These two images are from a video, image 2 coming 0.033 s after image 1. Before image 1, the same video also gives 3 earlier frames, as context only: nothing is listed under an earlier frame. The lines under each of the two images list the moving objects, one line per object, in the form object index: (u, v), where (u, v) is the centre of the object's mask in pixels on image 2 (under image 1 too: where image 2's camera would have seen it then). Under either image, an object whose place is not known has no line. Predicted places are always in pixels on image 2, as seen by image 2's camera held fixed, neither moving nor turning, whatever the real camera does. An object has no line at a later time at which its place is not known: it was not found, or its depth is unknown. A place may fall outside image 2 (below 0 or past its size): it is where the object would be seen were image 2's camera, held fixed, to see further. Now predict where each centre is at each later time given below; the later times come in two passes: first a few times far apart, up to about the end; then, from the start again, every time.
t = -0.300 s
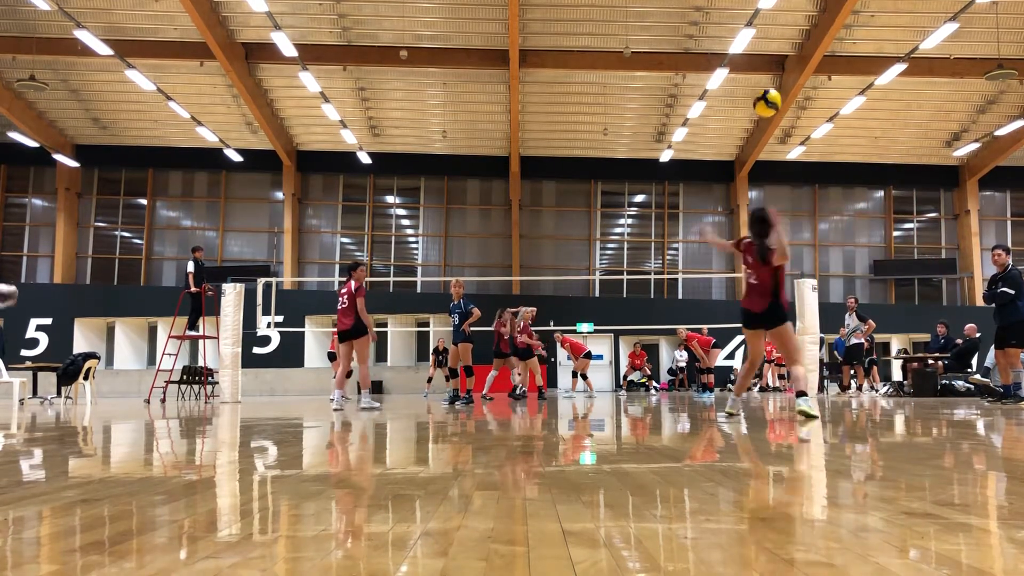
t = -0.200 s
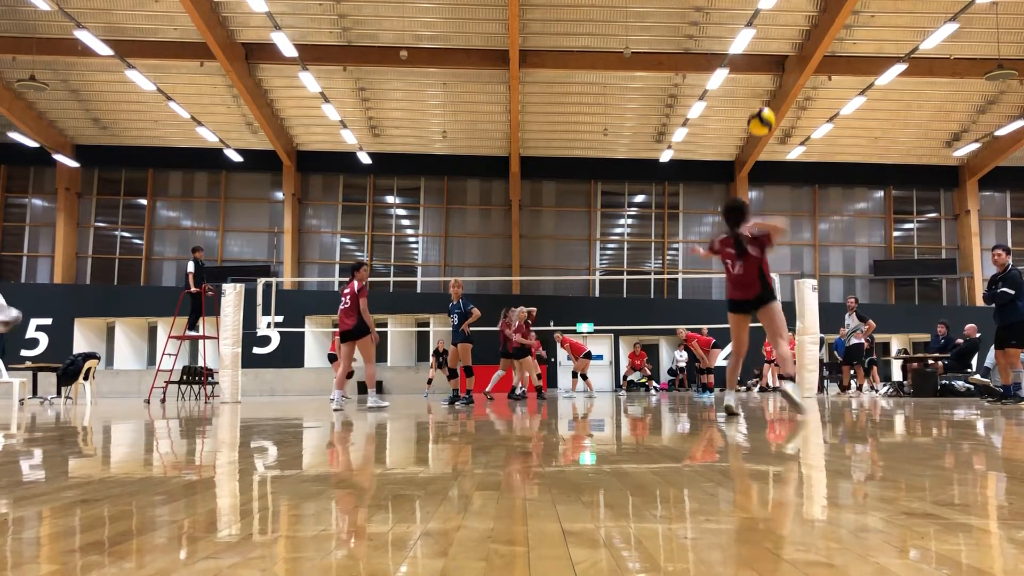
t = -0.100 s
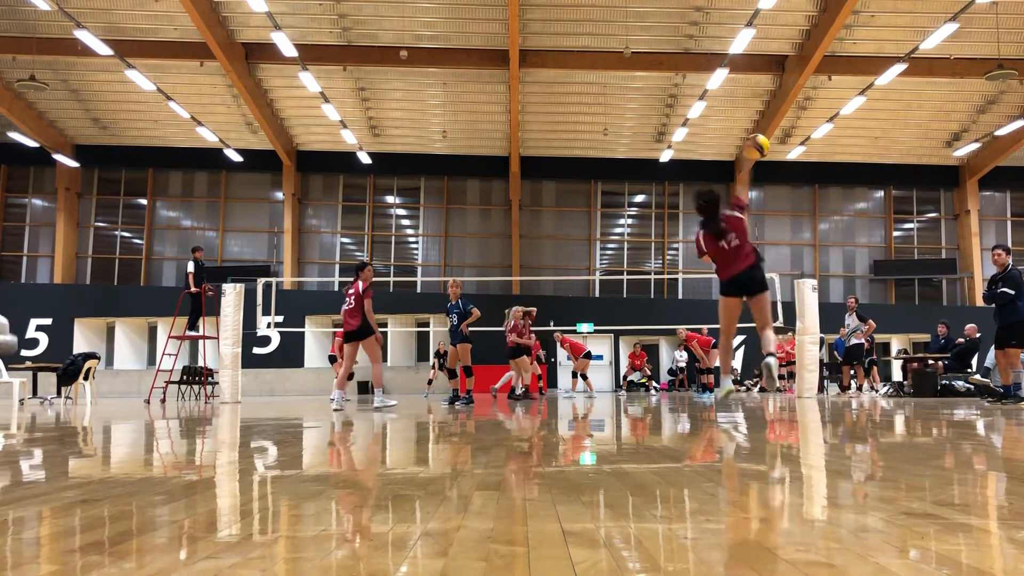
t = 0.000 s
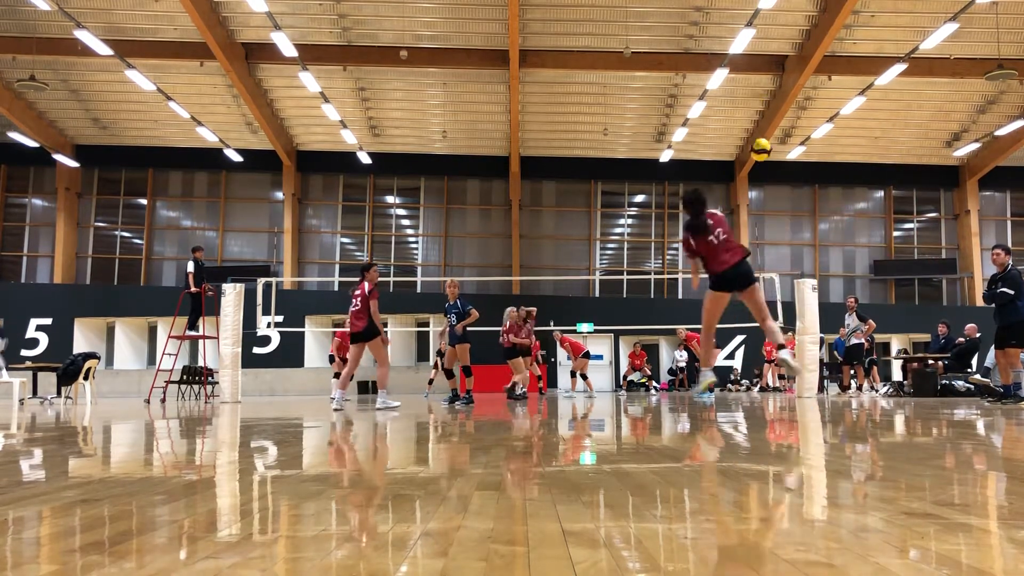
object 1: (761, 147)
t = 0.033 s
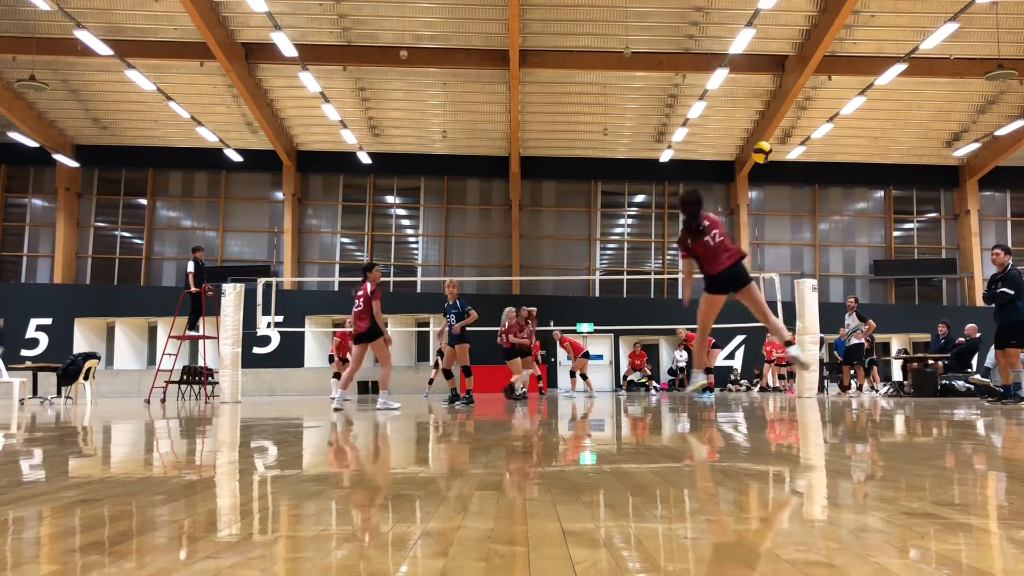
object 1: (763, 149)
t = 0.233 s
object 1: (773, 179)
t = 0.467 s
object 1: (778, 236)
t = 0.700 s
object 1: (784, 288)
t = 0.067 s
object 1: (764, 150)
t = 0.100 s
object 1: (767, 154)
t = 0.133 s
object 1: (768, 165)
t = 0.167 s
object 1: (770, 170)
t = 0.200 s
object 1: (770, 174)
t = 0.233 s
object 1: (773, 179)
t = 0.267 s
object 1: (775, 188)
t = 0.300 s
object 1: (774, 196)
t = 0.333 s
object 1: (776, 202)
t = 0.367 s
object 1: (776, 209)
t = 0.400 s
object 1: (777, 218)
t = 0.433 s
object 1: (777, 226)
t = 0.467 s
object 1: (778, 236)
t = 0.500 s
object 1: (778, 245)
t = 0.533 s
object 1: (779, 253)
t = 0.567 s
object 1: (779, 262)
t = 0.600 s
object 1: (780, 270)
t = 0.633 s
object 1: (780, 279)
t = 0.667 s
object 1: (782, 284)
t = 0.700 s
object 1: (784, 288)
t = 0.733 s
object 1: (788, 292)
